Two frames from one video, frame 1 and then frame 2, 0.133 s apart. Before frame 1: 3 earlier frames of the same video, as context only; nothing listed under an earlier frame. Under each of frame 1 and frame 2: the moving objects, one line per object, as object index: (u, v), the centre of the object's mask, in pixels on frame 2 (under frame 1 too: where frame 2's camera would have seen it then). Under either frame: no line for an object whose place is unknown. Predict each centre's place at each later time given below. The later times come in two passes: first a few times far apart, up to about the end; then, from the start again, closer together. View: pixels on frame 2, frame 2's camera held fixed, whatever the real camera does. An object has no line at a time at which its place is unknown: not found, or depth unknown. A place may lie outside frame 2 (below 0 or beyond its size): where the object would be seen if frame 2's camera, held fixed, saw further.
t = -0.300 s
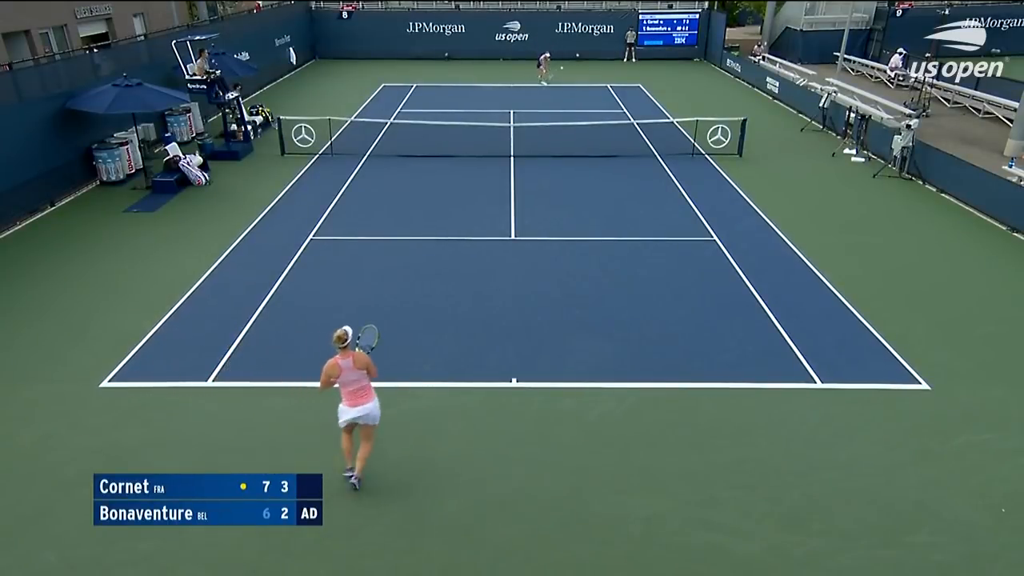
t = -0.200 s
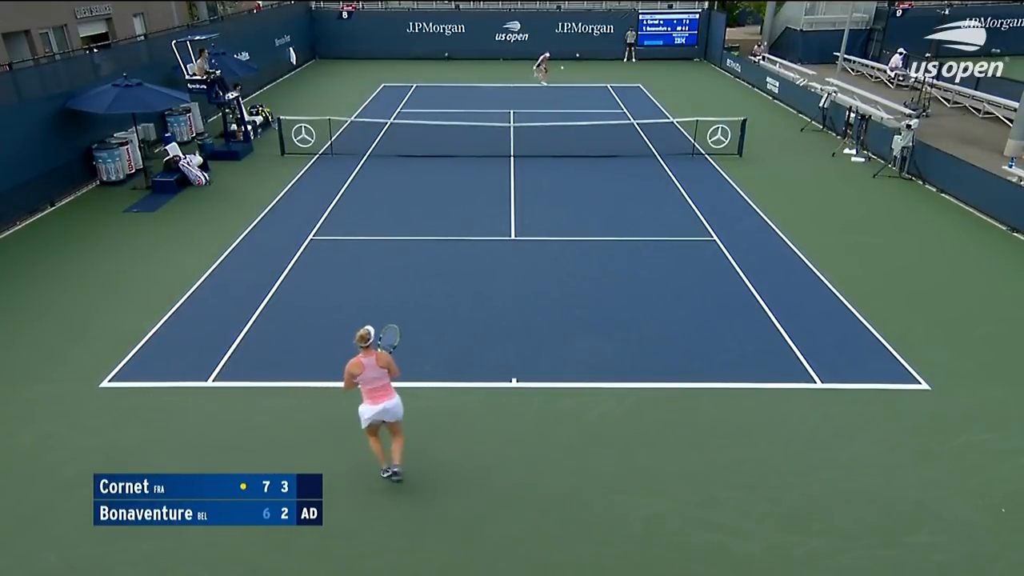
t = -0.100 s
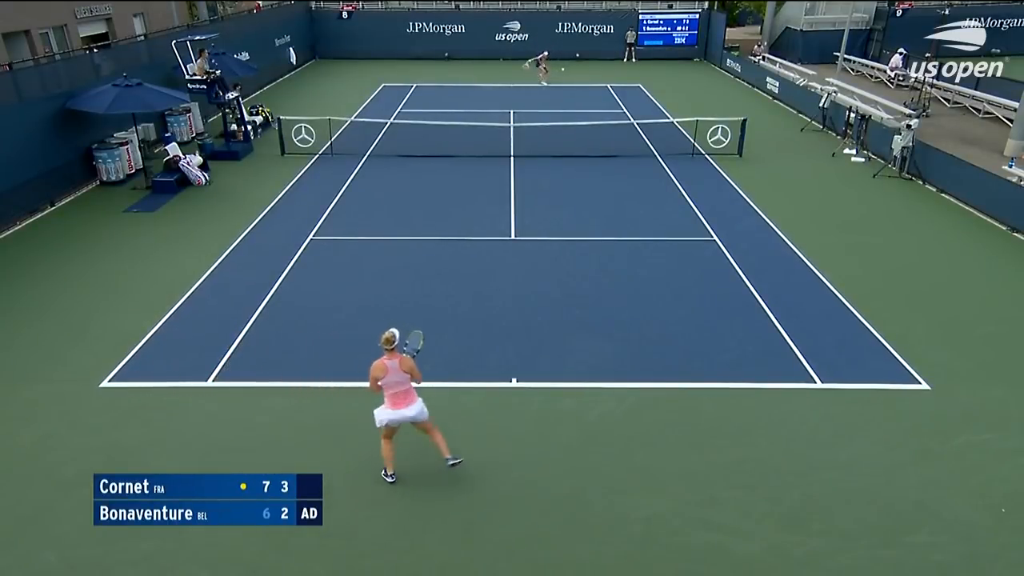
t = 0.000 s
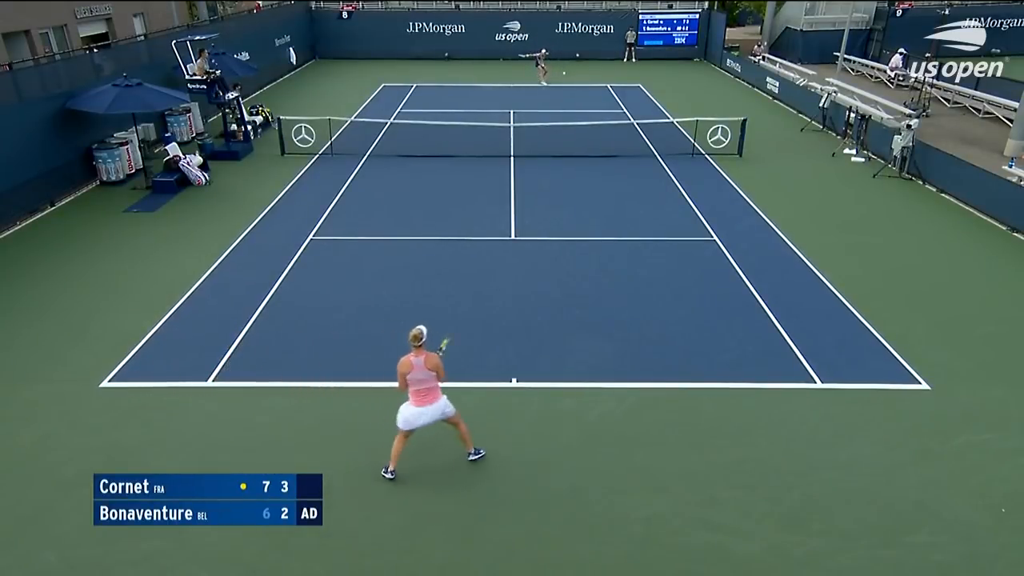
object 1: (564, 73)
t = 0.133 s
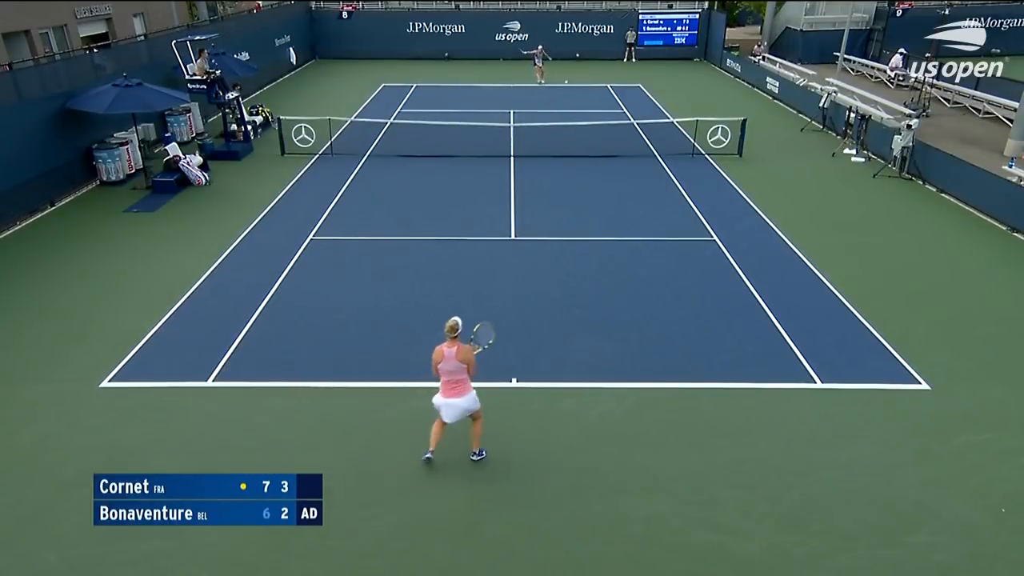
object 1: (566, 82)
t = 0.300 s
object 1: (570, 100)
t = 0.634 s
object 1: (582, 174)
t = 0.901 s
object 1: (598, 276)
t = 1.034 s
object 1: (610, 283)
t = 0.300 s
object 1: (570, 100)
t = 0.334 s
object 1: (571, 105)
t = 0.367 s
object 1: (572, 111)
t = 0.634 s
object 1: (582, 174)
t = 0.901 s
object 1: (598, 276)
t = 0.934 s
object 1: (601, 277)
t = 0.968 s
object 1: (604, 278)
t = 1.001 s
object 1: (607, 280)
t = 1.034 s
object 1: (610, 283)
